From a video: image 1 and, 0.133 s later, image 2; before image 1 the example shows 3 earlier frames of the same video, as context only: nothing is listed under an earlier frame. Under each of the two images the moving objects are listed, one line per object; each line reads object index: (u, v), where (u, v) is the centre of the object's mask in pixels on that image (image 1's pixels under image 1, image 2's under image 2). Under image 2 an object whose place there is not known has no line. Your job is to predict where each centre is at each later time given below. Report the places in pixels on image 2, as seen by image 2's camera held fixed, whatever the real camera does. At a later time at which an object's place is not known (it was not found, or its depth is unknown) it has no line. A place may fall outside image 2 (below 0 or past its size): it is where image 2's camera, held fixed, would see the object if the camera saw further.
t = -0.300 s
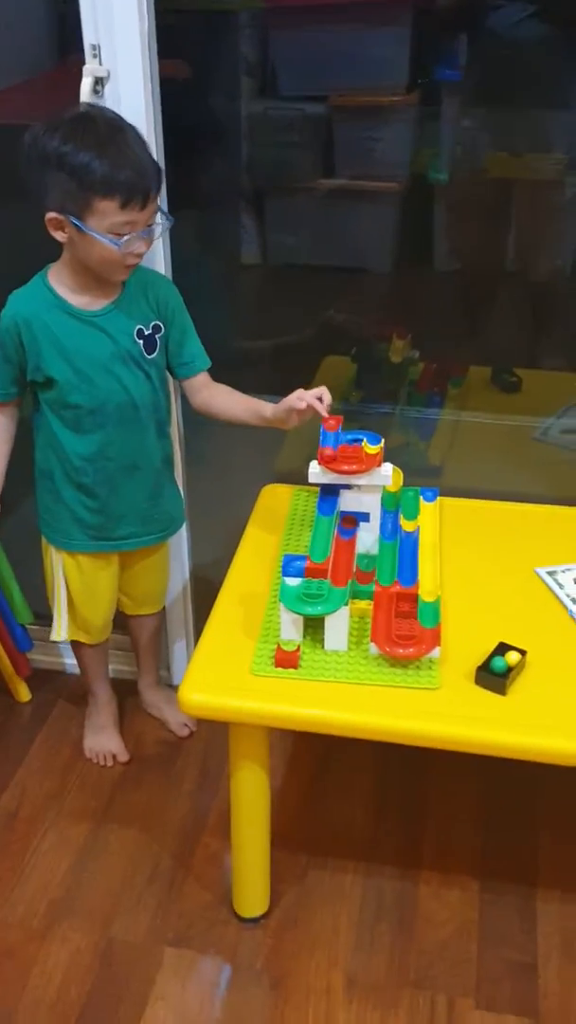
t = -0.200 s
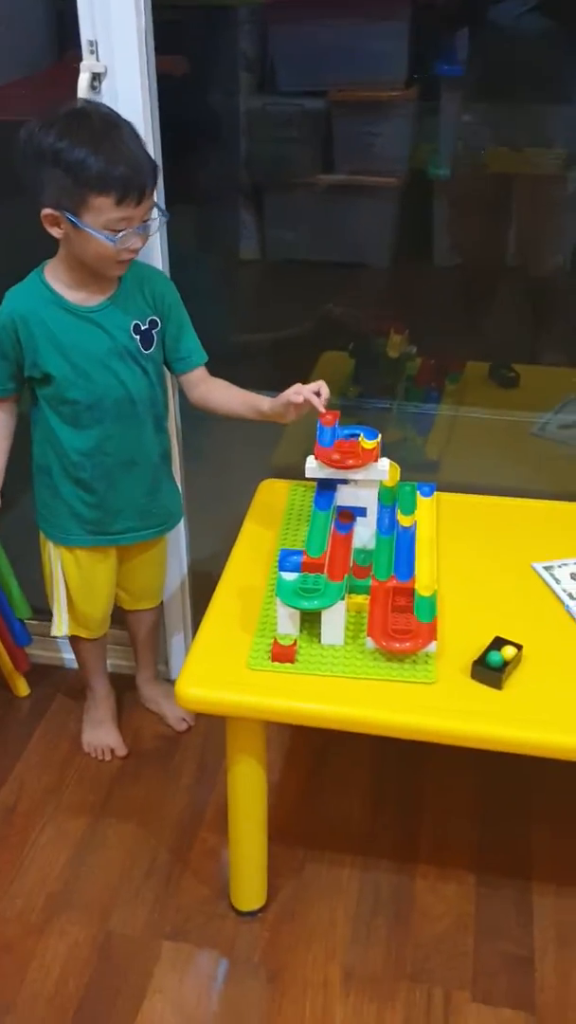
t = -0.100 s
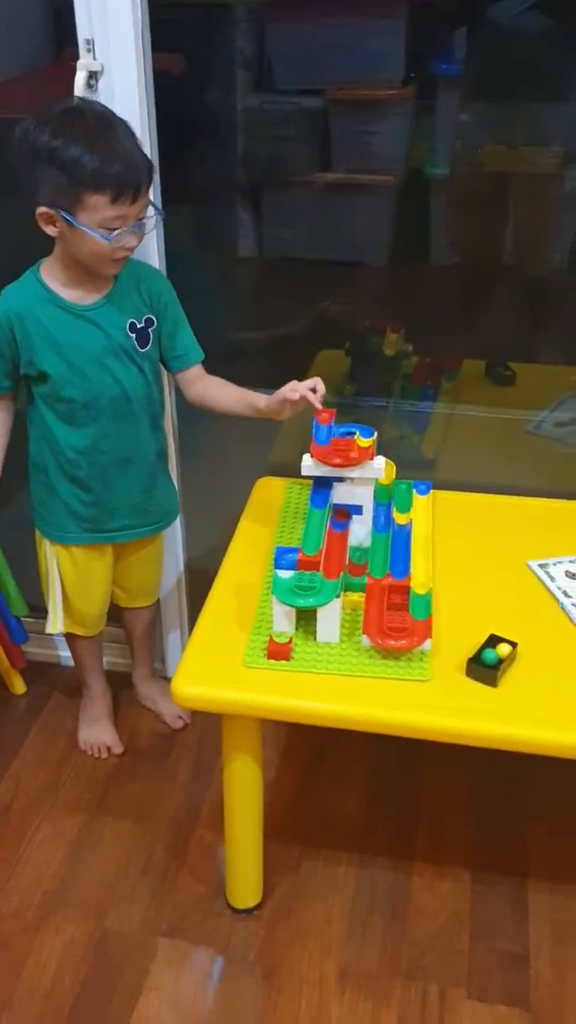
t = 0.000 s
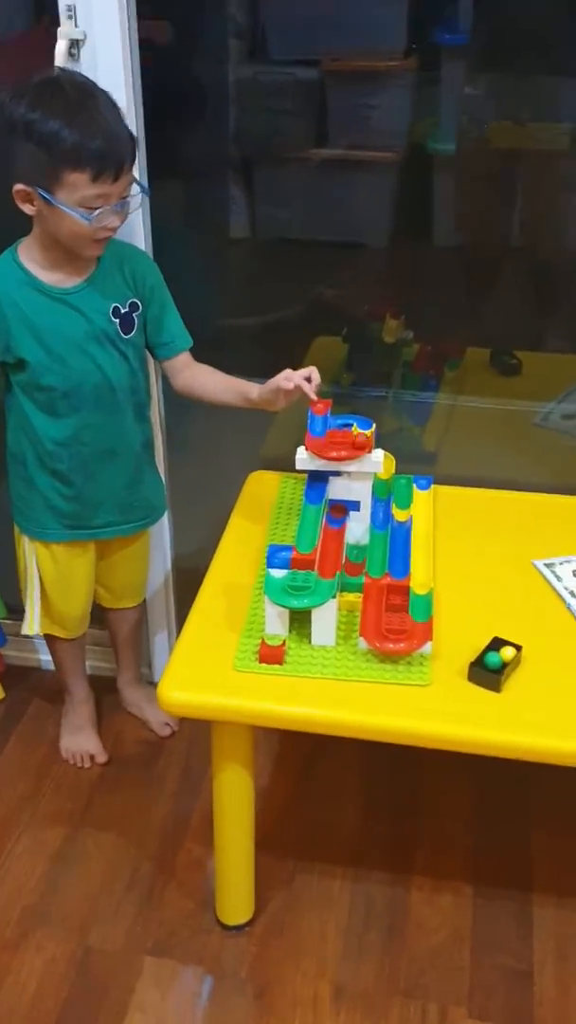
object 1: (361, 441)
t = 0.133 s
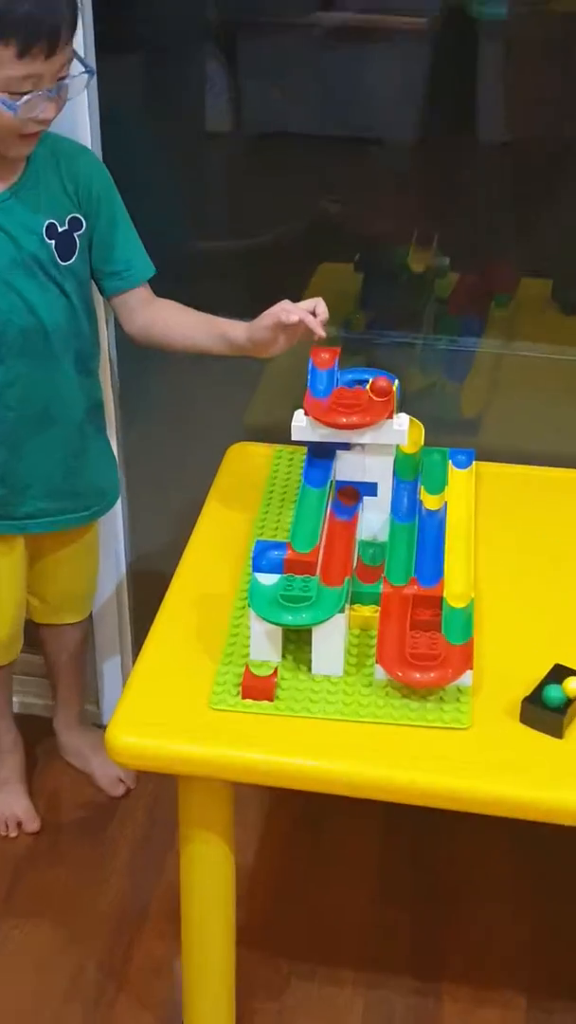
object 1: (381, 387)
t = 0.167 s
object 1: (381, 384)
